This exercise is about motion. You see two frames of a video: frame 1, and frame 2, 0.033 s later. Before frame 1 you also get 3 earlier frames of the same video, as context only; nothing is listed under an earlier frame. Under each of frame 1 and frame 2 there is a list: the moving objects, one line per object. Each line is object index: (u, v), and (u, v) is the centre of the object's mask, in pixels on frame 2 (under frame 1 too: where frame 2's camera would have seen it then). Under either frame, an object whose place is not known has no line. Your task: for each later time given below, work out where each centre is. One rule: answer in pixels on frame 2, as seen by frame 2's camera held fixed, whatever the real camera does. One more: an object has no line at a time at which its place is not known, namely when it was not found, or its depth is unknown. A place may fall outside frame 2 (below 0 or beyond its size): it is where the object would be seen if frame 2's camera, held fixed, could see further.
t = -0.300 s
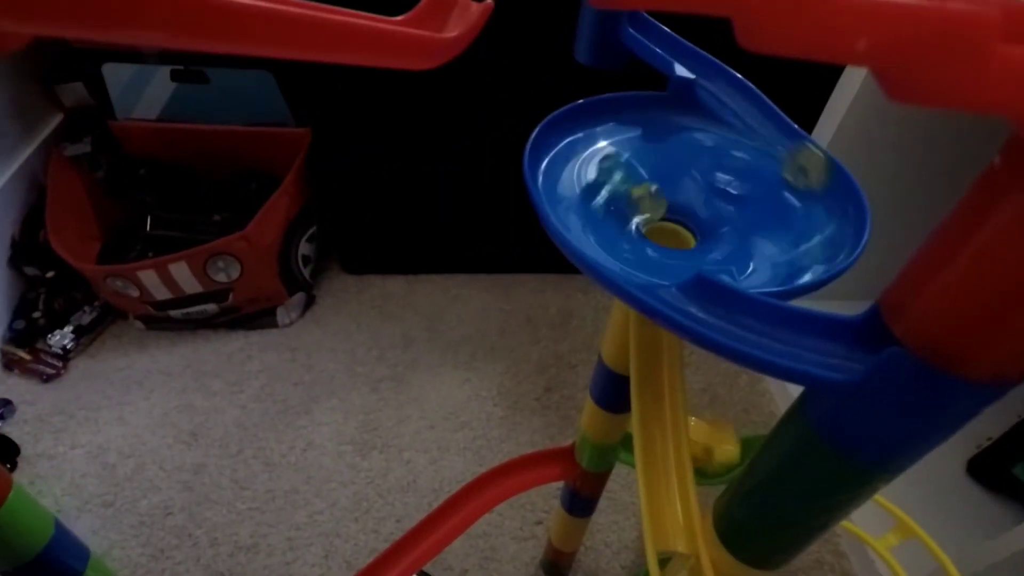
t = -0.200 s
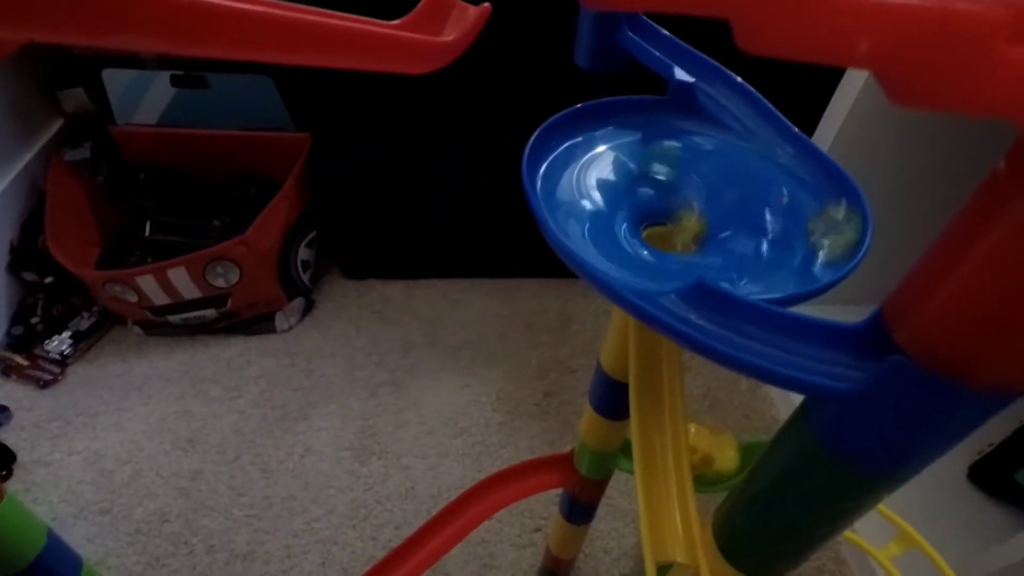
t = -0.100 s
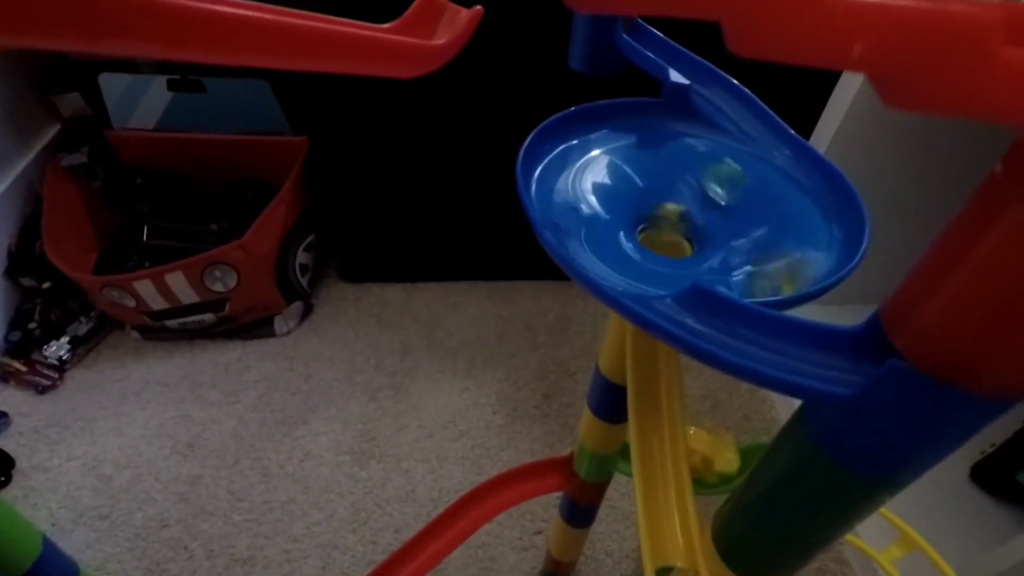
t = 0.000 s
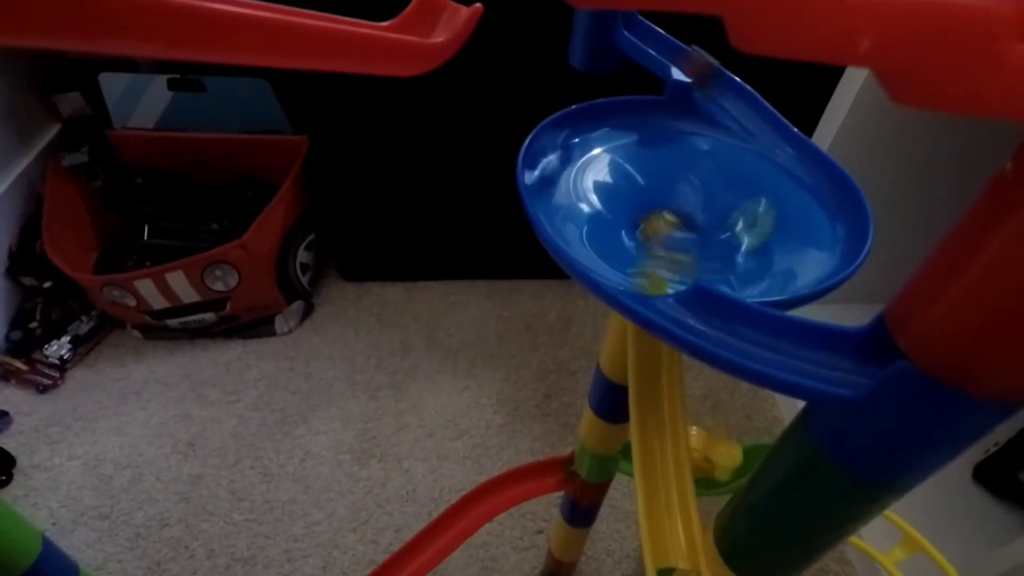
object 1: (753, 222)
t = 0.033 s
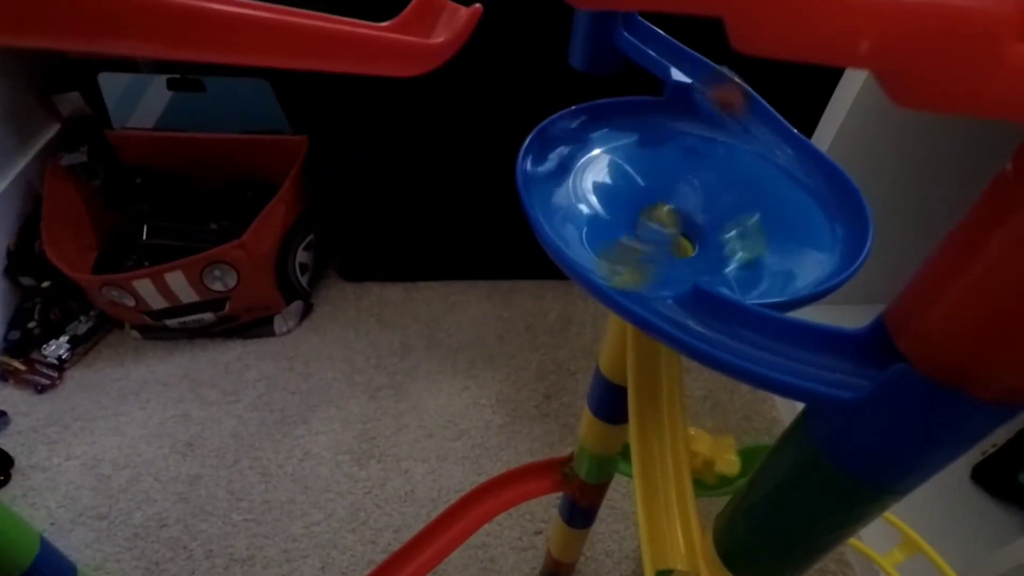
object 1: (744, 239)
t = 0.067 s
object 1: (728, 249)
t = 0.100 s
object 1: (708, 253)
